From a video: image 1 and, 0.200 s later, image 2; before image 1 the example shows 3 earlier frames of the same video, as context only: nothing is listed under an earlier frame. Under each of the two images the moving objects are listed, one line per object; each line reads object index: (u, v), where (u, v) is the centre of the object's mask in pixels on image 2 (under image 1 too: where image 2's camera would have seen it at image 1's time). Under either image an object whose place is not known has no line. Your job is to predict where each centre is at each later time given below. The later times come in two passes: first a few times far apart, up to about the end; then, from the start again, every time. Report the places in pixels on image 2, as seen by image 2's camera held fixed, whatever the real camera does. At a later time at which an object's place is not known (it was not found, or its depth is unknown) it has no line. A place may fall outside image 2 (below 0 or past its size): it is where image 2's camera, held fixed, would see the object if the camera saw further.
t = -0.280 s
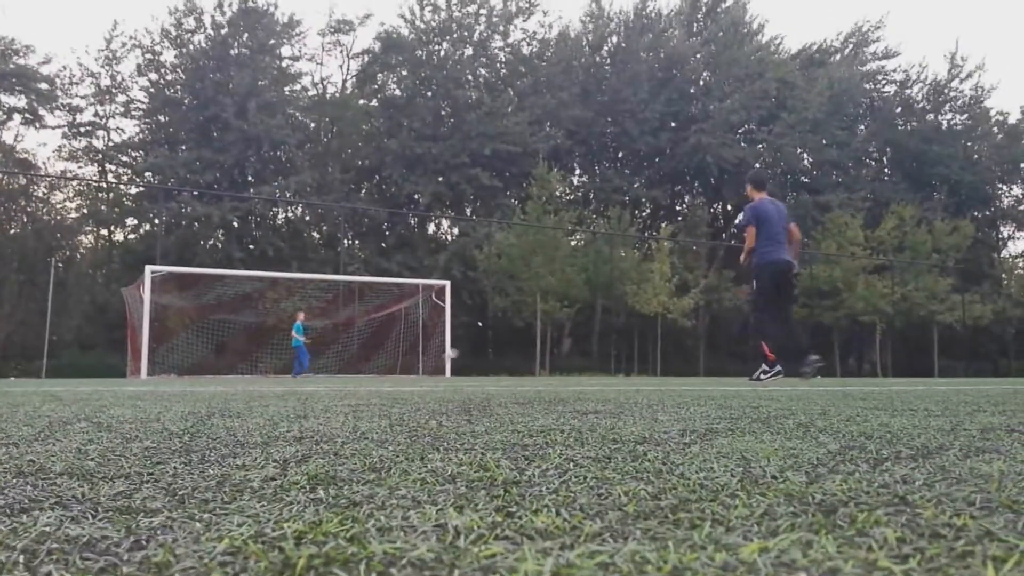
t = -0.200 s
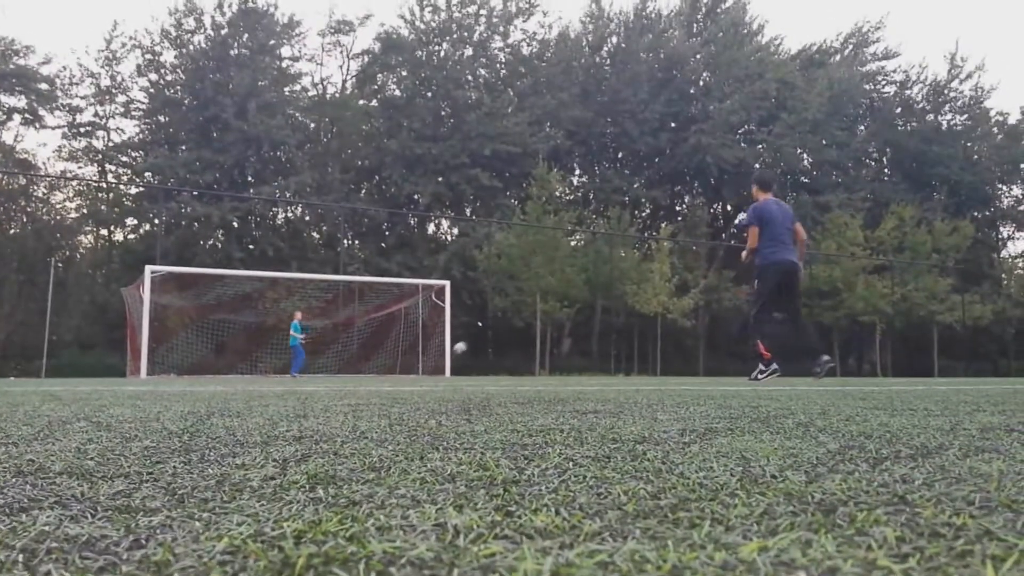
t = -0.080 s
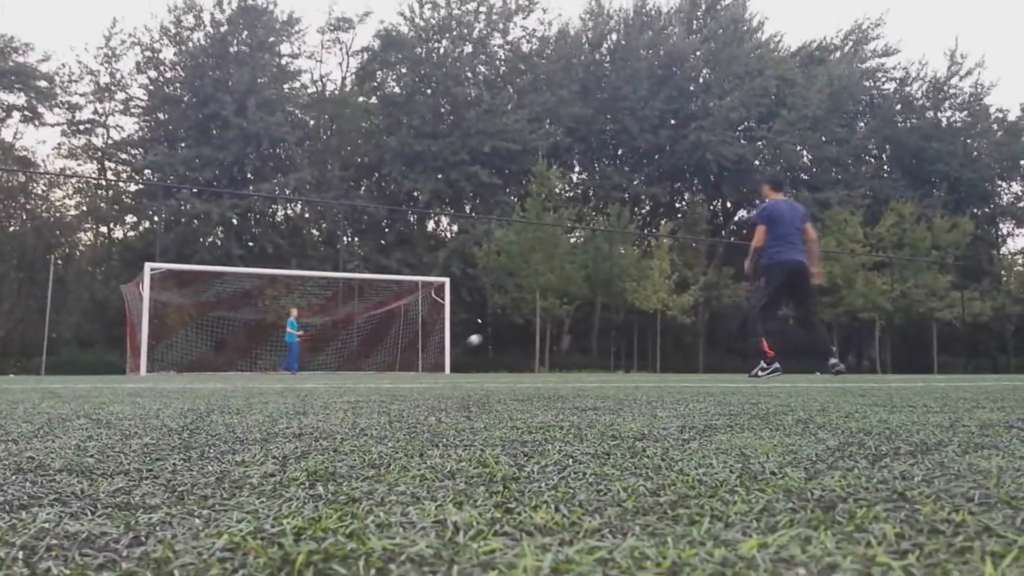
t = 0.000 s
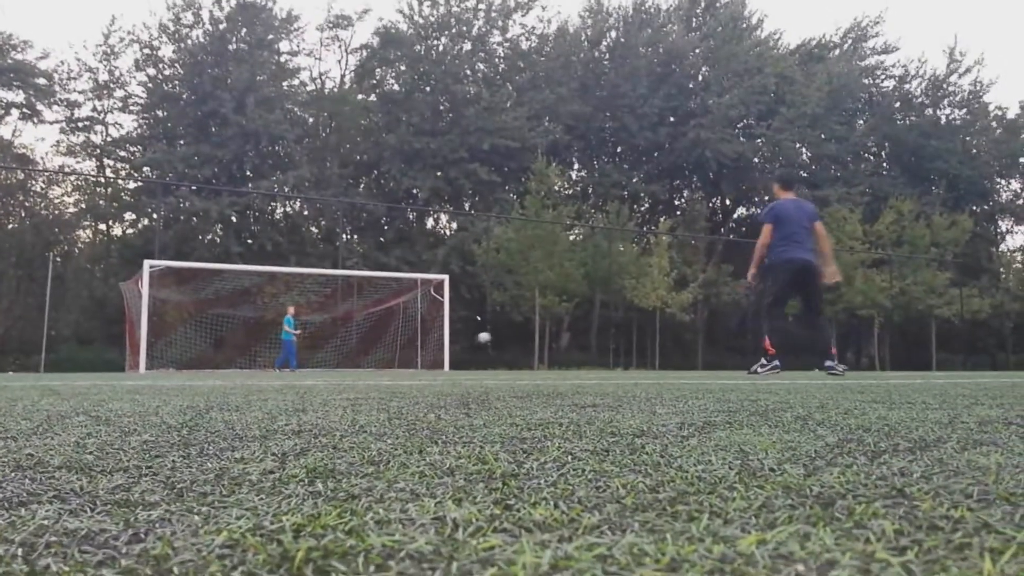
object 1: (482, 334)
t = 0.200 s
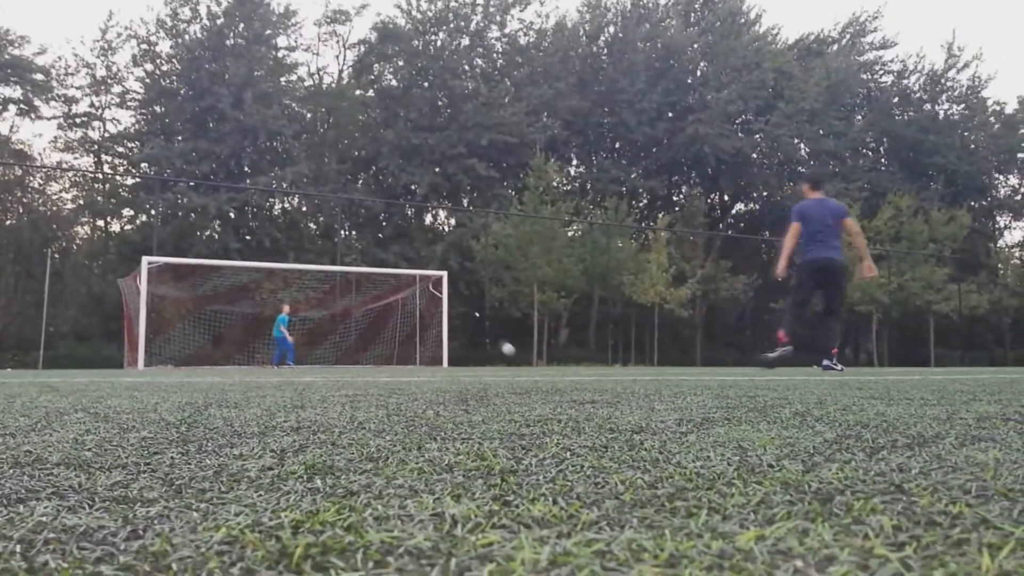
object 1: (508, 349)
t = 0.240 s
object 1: (513, 356)
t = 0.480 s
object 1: (547, 347)
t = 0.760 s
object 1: (591, 358)
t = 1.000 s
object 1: (629, 353)
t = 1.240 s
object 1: (666, 357)
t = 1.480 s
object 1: (702, 358)
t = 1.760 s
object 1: (747, 360)
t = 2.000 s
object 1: (785, 360)
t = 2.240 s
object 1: (825, 360)
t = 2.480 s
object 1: (861, 360)
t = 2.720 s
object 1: (898, 360)
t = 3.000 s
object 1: (940, 360)
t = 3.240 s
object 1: (976, 360)
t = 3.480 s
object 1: (1011, 360)
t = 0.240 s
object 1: (513, 356)
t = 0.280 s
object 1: (517, 360)
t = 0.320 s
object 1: (523, 359)
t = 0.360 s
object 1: (529, 355)
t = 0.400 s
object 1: (535, 351)
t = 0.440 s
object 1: (541, 349)
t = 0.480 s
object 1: (547, 347)
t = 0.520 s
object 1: (553, 346)
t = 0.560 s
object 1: (558, 346)
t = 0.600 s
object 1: (566, 347)
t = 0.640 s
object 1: (571, 348)
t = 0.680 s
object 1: (577, 351)
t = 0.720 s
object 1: (583, 354)
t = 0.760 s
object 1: (591, 358)
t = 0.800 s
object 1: (600, 358)
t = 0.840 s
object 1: (605, 356)
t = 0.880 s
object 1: (612, 355)
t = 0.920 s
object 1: (616, 354)
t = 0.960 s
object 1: (622, 353)
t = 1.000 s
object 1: (629, 353)
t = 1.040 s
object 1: (635, 355)
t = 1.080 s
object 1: (641, 358)
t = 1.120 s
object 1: (646, 360)
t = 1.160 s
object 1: (655, 358)
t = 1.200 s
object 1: (660, 358)
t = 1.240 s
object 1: (666, 357)
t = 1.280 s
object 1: (671, 356)
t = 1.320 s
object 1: (677, 357)
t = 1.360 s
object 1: (683, 358)
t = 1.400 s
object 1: (691, 359)
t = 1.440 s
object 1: (696, 360)
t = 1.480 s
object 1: (702, 358)
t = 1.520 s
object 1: (709, 359)
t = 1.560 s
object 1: (715, 359)
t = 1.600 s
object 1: (721, 360)
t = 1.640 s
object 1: (727, 360)
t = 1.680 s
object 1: (733, 360)
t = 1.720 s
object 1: (740, 360)
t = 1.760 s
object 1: (747, 360)
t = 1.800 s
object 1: (753, 360)
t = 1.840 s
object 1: (760, 360)
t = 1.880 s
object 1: (766, 359)
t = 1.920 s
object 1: (772, 359)
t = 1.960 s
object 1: (779, 360)
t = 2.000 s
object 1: (785, 360)
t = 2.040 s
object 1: (792, 360)
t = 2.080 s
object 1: (799, 361)
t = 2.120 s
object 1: (805, 361)
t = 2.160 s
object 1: (810, 361)
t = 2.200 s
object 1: (816, 360)
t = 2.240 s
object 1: (825, 360)
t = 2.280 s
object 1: (829, 360)
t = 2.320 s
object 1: (836, 360)
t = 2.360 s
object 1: (843, 360)
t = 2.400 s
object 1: (848, 360)
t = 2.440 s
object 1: (856, 360)
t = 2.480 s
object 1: (861, 360)
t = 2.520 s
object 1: (868, 360)
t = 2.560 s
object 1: (874, 360)
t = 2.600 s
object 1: (879, 360)
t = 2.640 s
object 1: (885, 360)
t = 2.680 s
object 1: (894, 360)
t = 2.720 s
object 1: (898, 360)
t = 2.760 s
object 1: (905, 361)
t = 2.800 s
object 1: (910, 360)
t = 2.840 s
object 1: (916, 360)
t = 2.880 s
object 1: (924, 360)
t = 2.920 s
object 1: (929, 361)
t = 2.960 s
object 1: (934, 360)
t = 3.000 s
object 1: (940, 360)
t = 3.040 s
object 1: (948, 360)
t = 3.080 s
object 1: (954, 362)
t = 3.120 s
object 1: (959, 360)
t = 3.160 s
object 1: (965, 359)
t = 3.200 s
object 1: (970, 359)
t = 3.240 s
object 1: (976, 360)
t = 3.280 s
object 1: (982, 360)
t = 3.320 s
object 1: (987, 360)
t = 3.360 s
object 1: (994, 360)
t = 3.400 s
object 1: (1000, 360)
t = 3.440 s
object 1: (1005, 359)
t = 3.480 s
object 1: (1011, 360)
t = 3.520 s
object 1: (1017, 360)
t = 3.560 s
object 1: (1023, 360)
